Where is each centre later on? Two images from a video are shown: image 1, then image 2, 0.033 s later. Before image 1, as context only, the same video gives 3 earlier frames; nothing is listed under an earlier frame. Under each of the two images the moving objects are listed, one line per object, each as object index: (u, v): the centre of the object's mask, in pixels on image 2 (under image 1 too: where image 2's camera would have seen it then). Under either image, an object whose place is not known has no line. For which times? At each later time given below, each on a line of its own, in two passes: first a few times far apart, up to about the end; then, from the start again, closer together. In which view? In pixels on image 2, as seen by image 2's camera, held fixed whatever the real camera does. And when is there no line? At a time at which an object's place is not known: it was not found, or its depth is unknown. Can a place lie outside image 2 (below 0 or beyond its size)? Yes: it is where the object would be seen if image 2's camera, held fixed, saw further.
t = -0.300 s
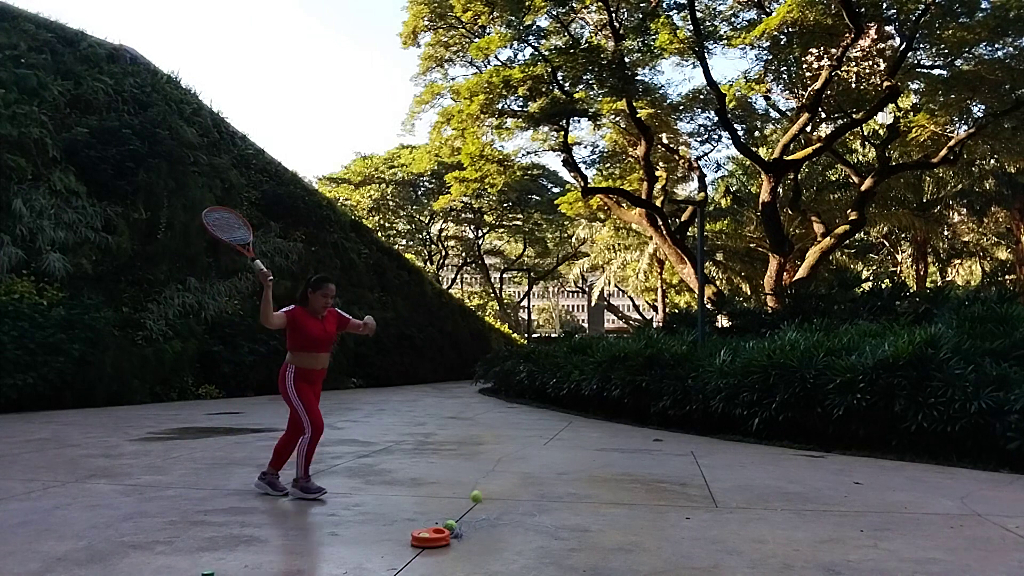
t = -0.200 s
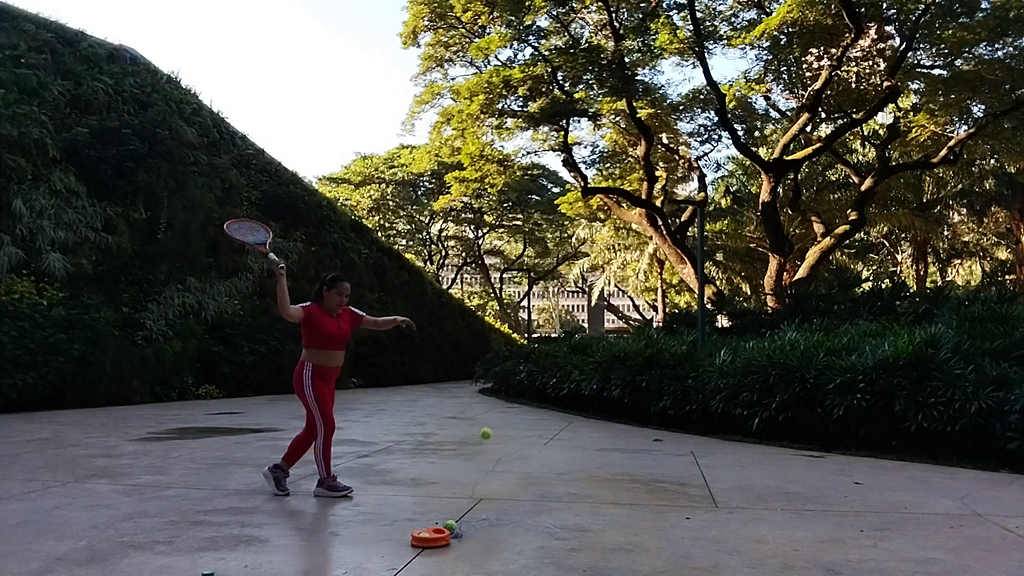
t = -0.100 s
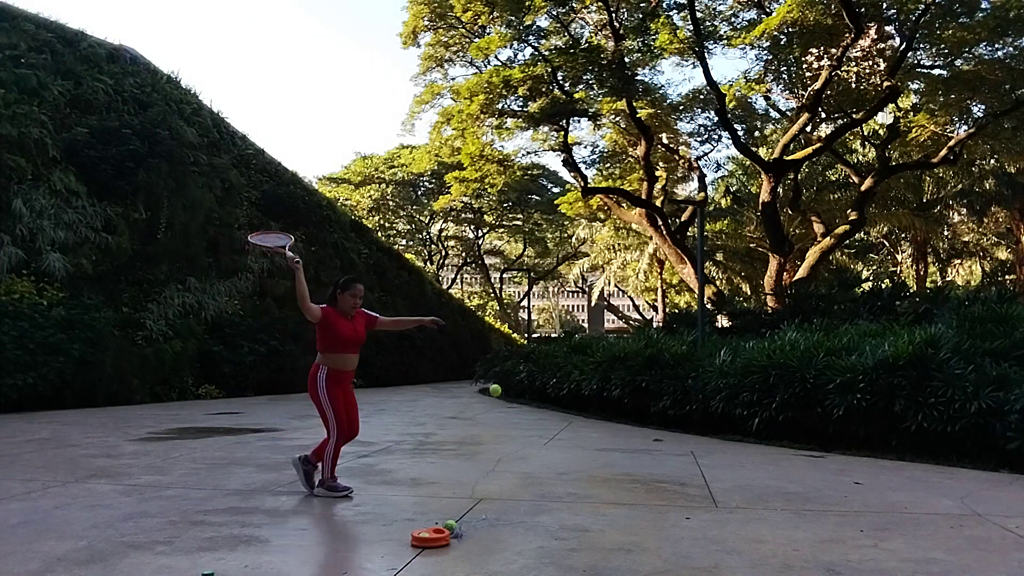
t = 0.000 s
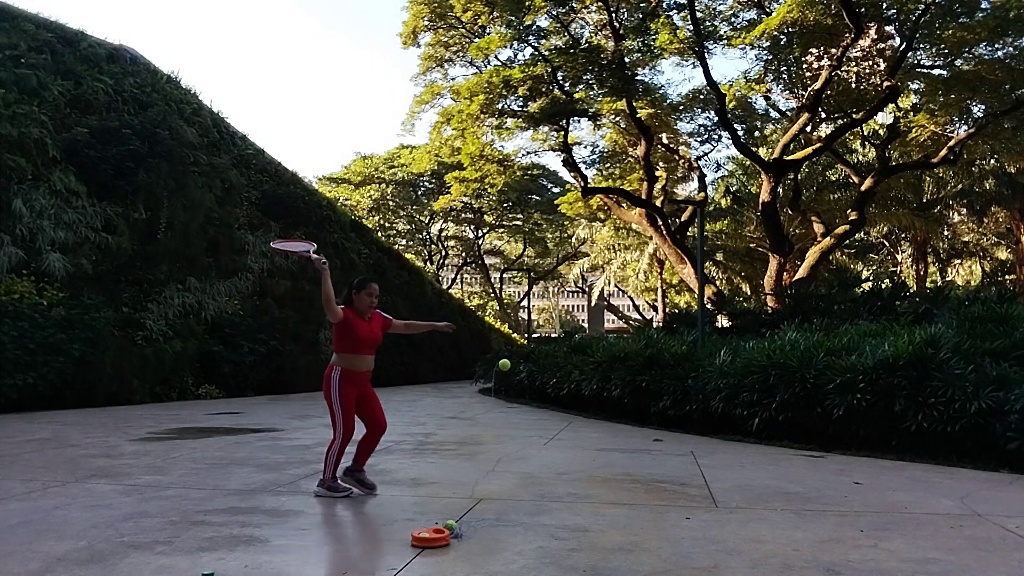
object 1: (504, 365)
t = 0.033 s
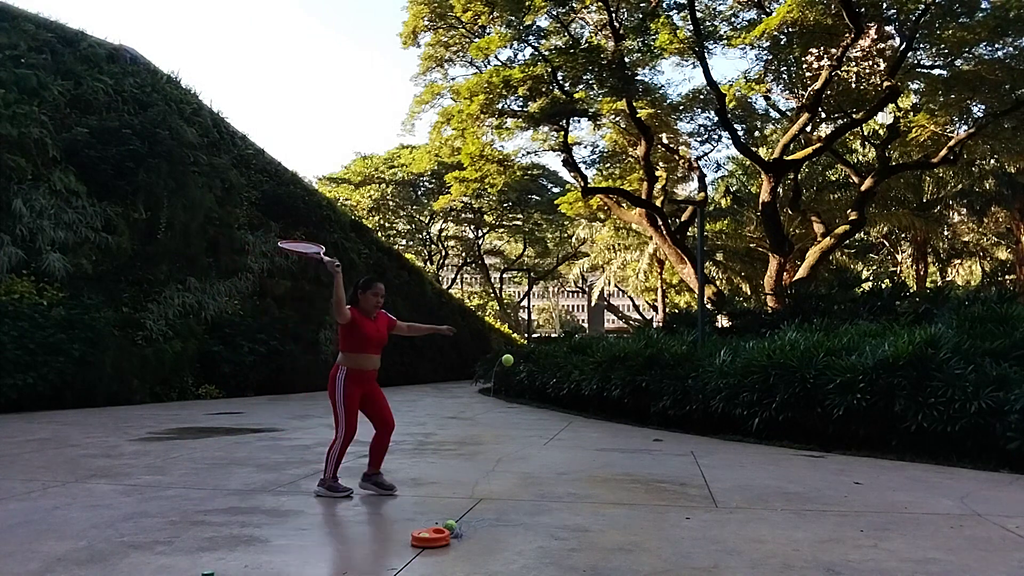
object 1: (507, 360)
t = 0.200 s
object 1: (522, 365)
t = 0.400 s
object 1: (540, 435)
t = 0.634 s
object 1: (554, 466)
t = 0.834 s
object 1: (561, 426)
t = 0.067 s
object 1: (510, 357)
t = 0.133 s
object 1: (516, 357)
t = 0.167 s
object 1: (519, 360)
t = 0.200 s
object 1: (522, 365)
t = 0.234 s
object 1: (525, 372)
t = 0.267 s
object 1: (528, 380)
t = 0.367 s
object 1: (537, 419)
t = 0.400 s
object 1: (540, 435)
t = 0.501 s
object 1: (548, 499)
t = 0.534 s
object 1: (551, 512)
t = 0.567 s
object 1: (552, 494)
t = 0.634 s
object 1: (554, 466)
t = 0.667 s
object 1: (556, 454)
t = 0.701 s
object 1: (557, 445)
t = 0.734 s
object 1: (558, 437)
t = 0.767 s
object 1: (558, 431)
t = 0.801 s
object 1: (560, 428)
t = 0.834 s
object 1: (561, 426)
